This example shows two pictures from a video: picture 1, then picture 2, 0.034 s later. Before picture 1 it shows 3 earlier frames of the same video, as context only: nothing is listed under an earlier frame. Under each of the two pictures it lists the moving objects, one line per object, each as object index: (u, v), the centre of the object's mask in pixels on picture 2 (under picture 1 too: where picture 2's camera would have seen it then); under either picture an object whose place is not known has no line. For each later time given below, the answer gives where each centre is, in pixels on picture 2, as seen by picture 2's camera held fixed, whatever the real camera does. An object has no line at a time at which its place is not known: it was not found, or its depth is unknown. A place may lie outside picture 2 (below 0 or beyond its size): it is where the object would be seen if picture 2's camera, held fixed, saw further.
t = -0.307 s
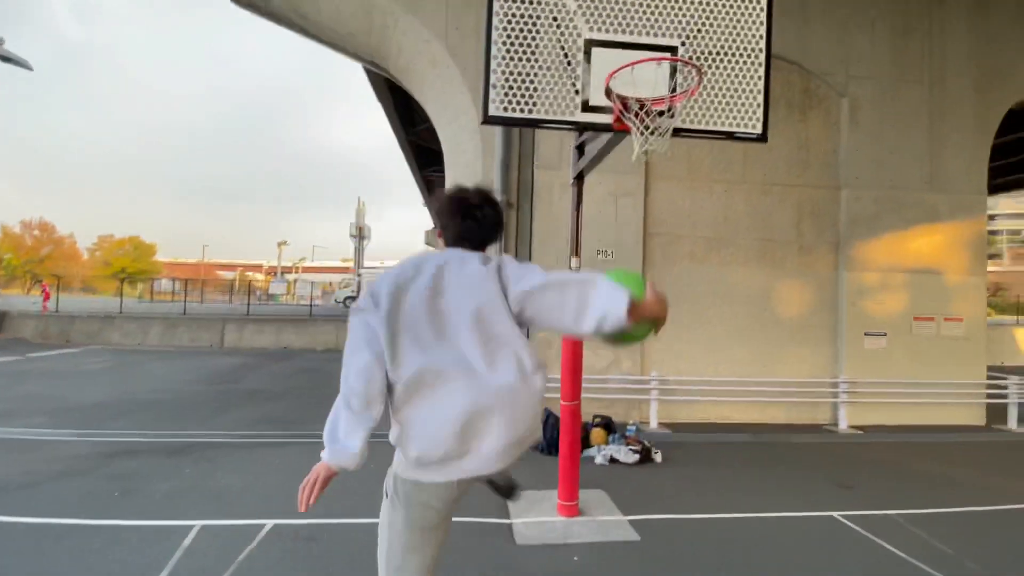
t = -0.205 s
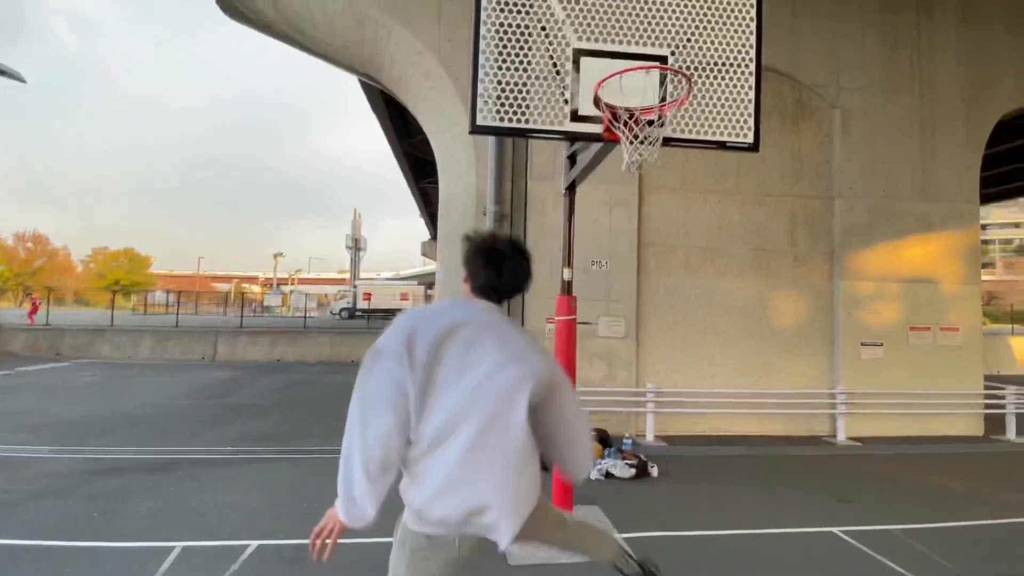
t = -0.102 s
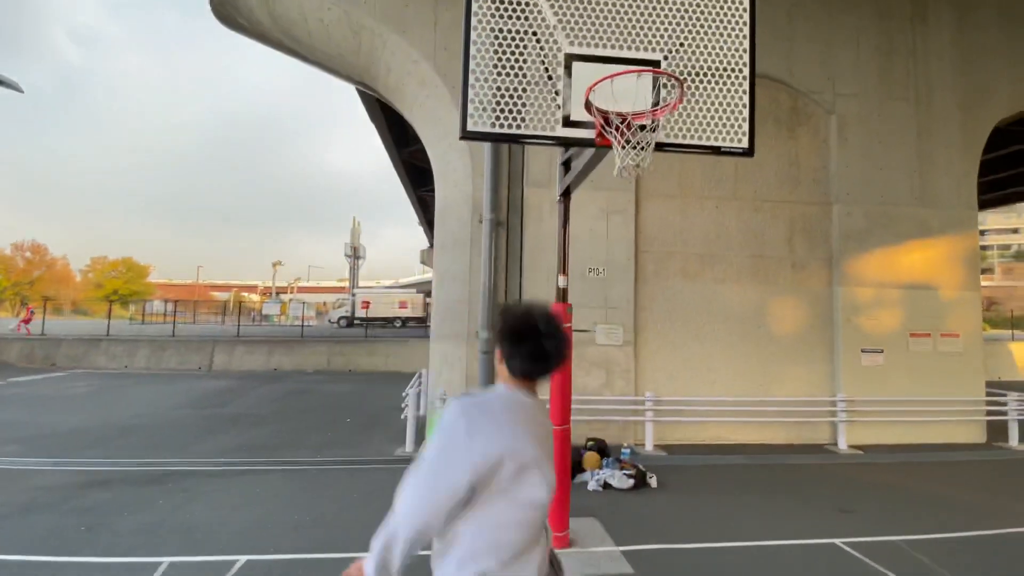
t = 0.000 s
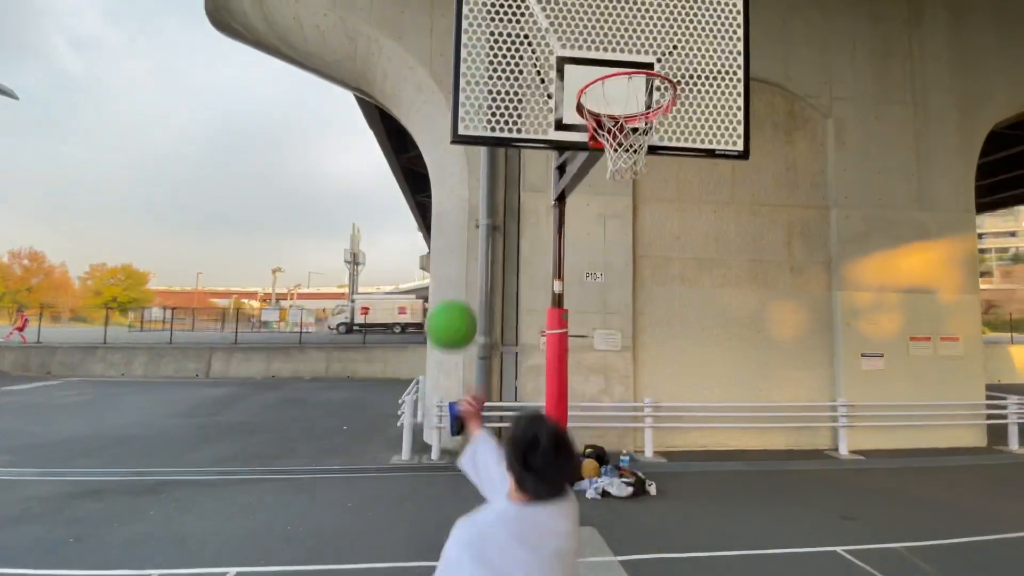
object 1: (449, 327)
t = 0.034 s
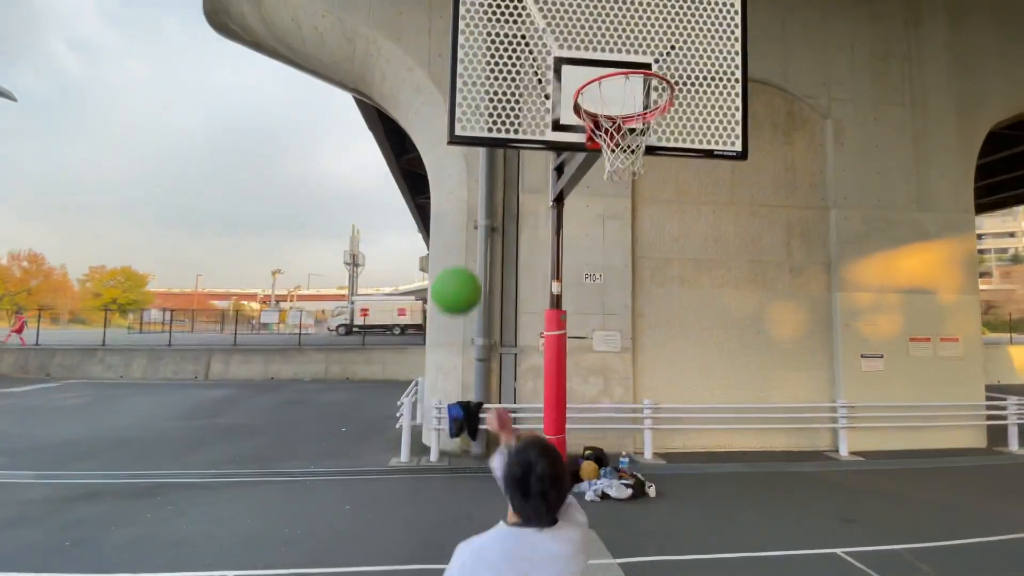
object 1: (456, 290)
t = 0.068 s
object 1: (462, 258)
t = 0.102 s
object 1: (468, 230)
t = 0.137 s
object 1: (474, 205)
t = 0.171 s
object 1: (480, 182)
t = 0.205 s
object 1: (489, 163)
